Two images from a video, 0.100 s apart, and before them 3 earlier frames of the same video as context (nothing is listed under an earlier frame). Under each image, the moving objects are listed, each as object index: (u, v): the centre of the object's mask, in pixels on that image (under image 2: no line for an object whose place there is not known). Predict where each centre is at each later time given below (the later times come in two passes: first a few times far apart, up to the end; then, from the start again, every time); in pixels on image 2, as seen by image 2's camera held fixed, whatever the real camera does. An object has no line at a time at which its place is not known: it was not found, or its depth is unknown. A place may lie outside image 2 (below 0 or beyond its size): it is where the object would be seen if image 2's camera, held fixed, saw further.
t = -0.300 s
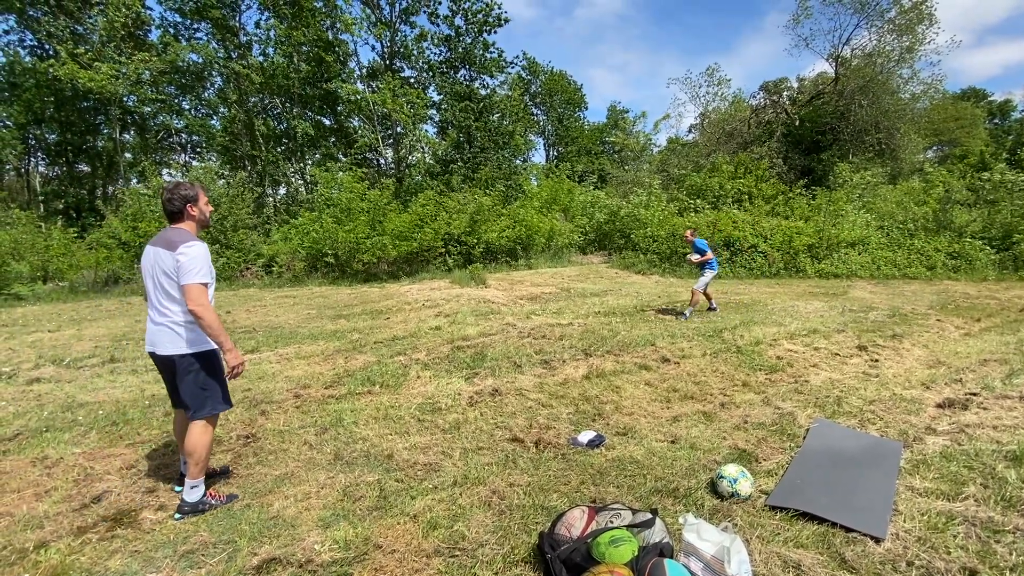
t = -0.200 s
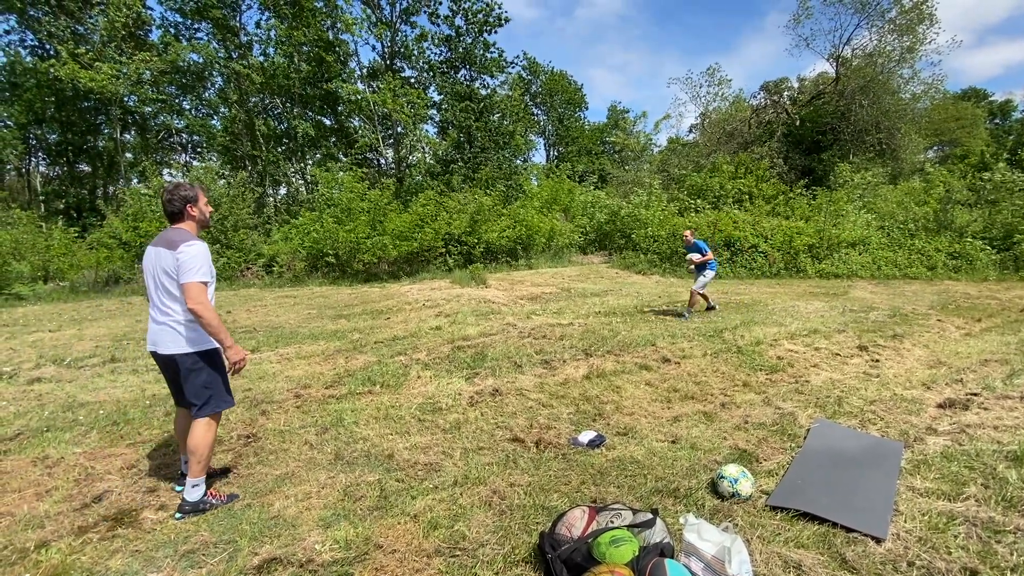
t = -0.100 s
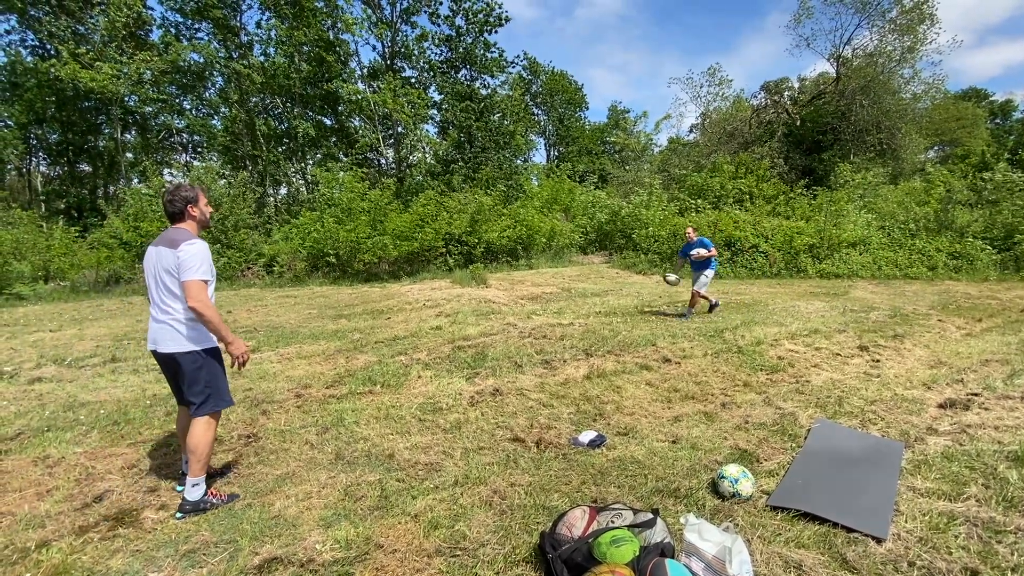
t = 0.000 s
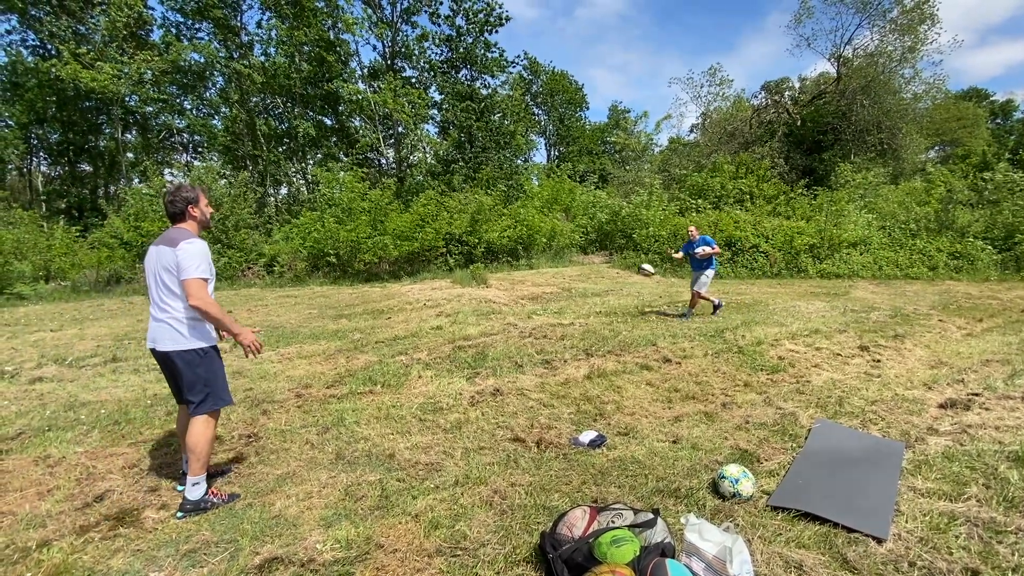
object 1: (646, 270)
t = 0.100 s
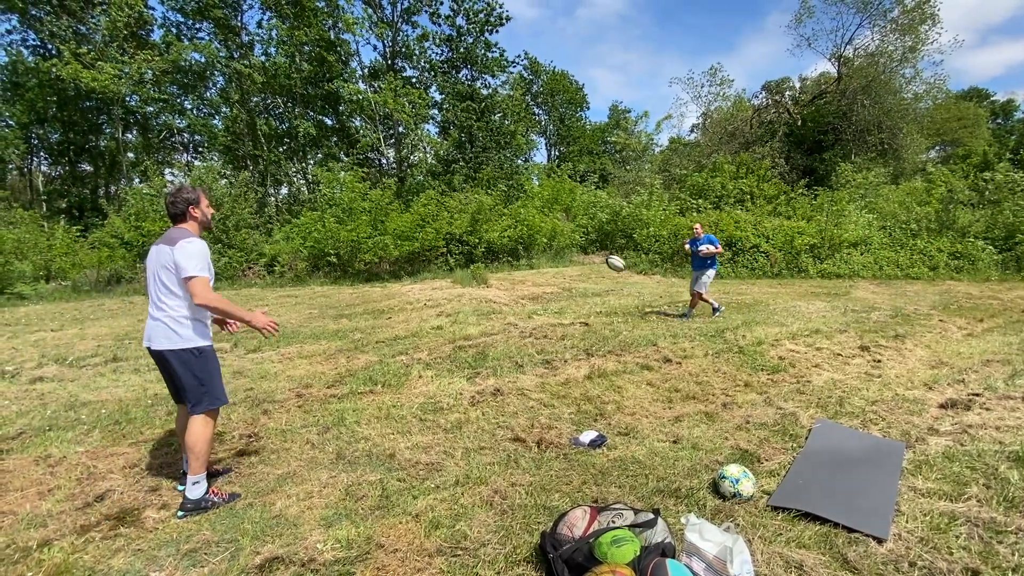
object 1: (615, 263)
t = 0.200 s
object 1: (577, 261)
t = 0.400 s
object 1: (455, 285)
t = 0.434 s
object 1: (427, 295)
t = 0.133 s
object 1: (604, 262)
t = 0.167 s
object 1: (591, 261)
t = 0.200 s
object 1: (577, 261)
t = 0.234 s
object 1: (561, 262)
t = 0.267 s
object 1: (543, 265)
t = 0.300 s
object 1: (525, 268)
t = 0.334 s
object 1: (505, 272)
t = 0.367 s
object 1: (481, 277)
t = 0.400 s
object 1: (455, 285)
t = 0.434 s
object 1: (427, 295)
